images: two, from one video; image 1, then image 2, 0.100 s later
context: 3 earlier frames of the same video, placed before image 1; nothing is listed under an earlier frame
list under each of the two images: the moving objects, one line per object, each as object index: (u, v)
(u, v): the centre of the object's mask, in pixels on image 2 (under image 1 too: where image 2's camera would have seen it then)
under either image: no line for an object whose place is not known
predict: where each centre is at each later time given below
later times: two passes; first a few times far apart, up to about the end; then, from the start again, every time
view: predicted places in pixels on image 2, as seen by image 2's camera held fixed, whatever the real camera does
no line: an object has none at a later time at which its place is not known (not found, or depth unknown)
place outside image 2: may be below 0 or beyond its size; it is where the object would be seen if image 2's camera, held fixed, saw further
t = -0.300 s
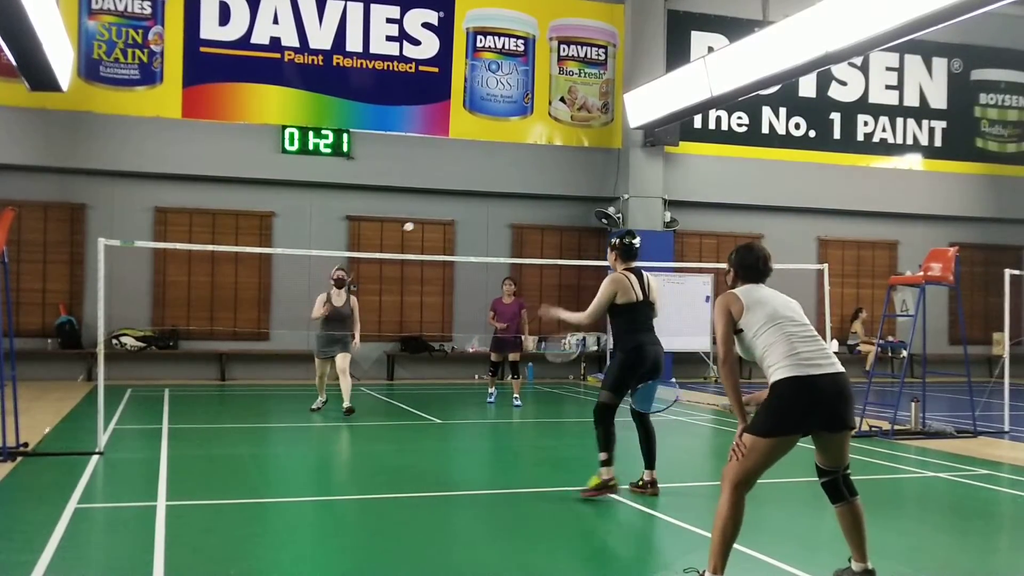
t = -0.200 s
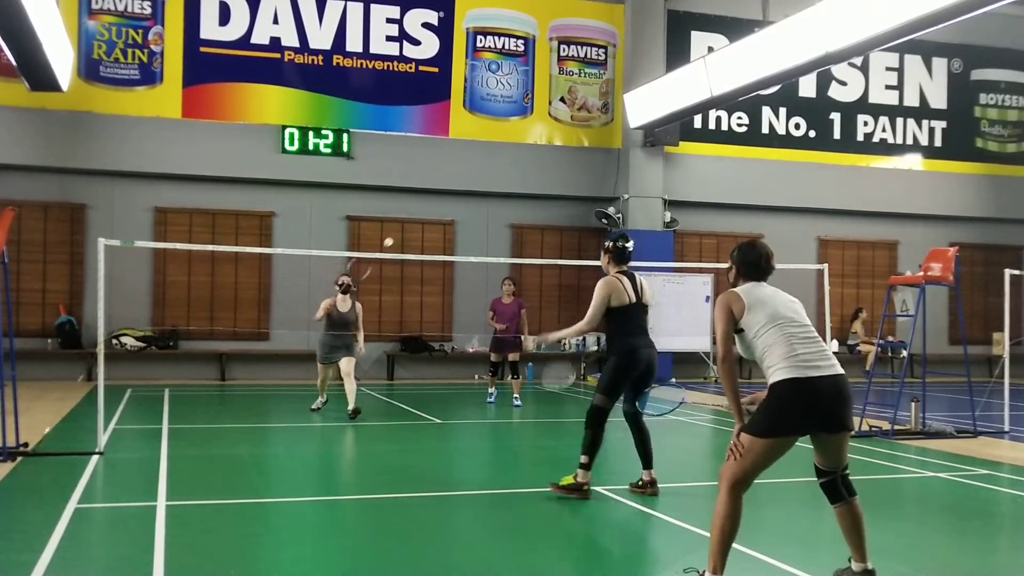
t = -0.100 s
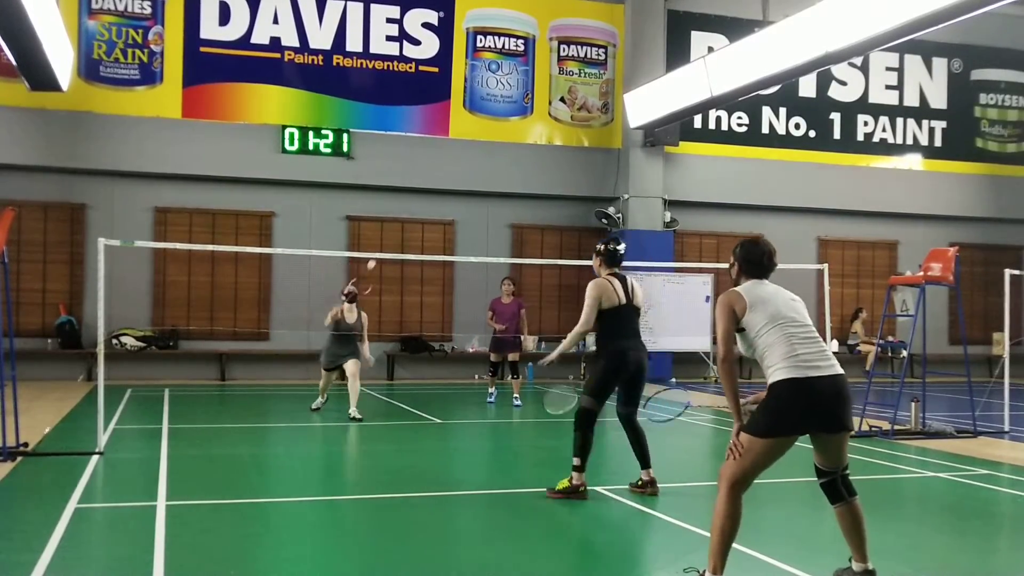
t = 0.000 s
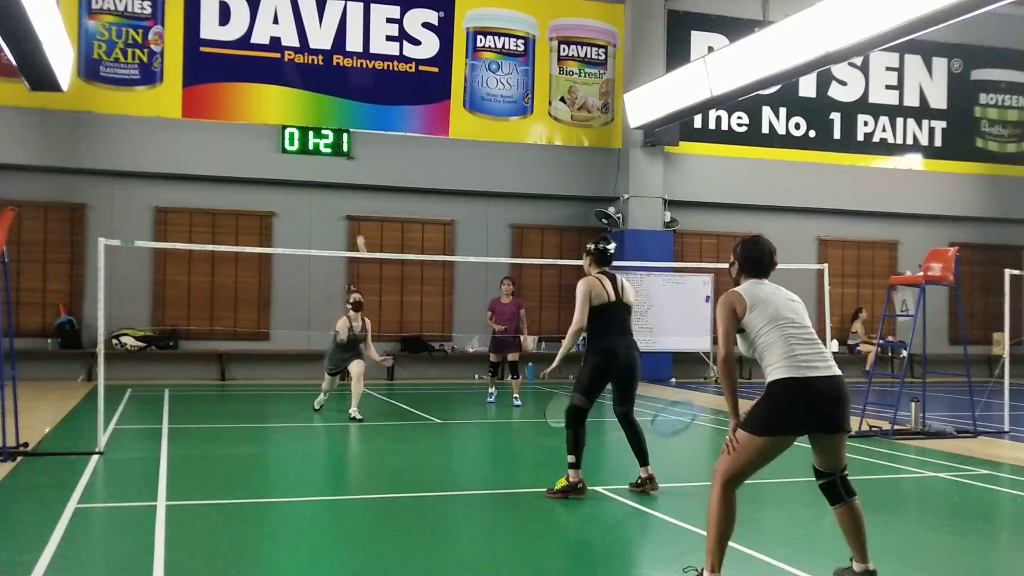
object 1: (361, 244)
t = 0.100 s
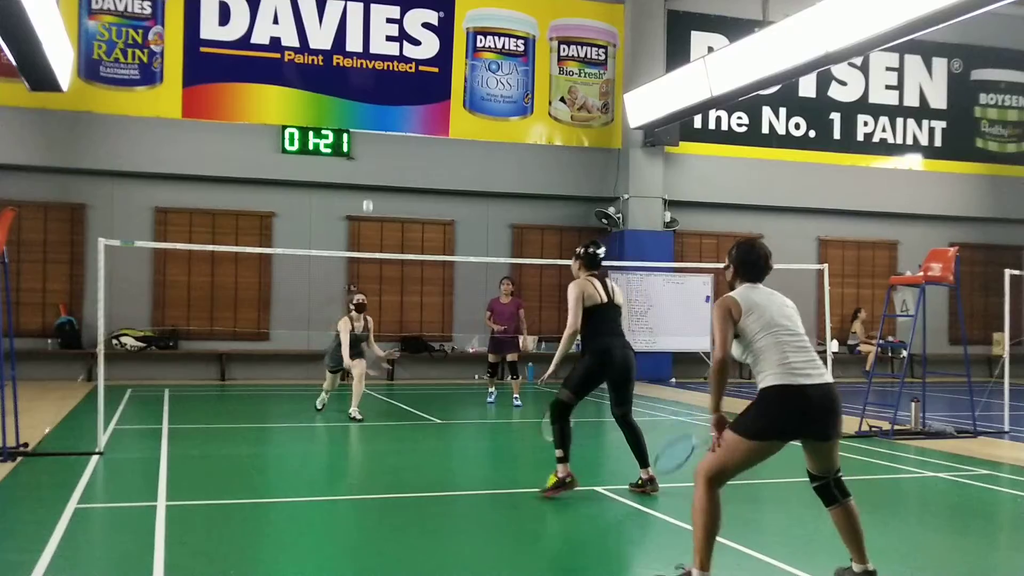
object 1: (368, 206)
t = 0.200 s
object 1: (371, 177)
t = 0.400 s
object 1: (379, 162)
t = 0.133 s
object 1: (368, 195)
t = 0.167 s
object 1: (369, 185)
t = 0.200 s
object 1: (371, 177)
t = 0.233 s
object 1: (372, 170)
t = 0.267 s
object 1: (373, 165)
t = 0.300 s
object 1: (375, 162)
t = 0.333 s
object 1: (376, 160)
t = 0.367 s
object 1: (377, 160)
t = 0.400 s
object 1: (379, 162)
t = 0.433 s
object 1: (380, 167)
